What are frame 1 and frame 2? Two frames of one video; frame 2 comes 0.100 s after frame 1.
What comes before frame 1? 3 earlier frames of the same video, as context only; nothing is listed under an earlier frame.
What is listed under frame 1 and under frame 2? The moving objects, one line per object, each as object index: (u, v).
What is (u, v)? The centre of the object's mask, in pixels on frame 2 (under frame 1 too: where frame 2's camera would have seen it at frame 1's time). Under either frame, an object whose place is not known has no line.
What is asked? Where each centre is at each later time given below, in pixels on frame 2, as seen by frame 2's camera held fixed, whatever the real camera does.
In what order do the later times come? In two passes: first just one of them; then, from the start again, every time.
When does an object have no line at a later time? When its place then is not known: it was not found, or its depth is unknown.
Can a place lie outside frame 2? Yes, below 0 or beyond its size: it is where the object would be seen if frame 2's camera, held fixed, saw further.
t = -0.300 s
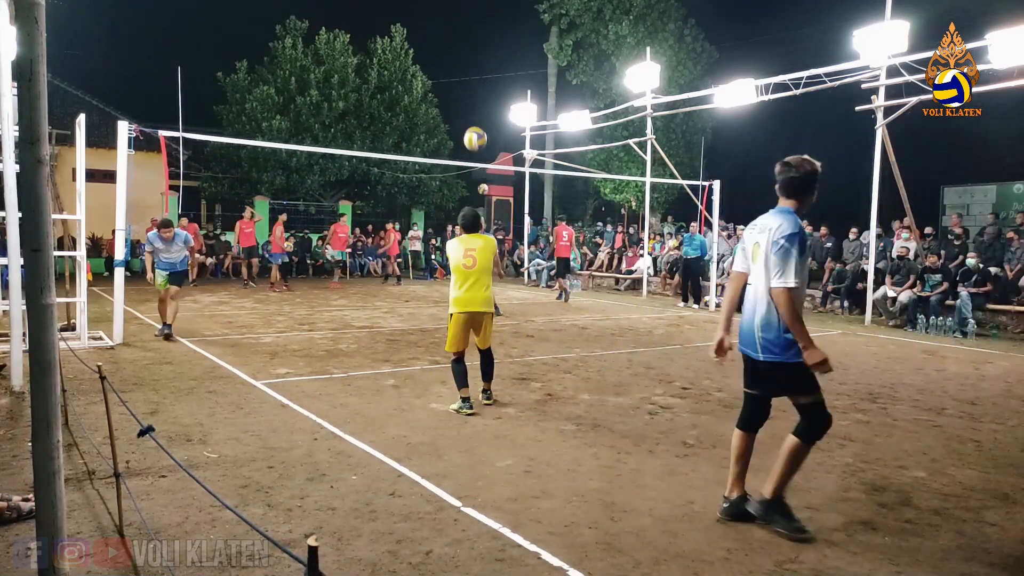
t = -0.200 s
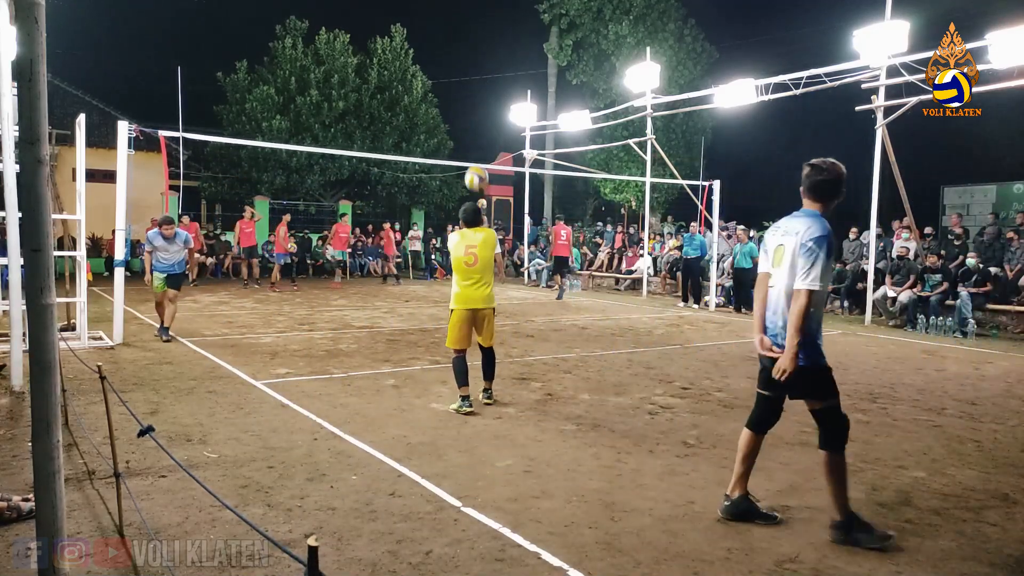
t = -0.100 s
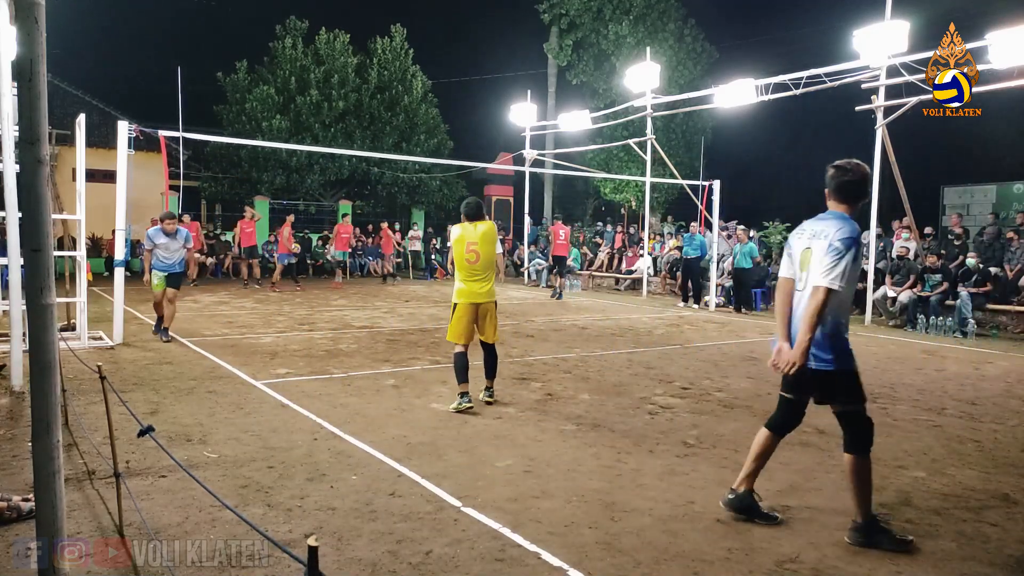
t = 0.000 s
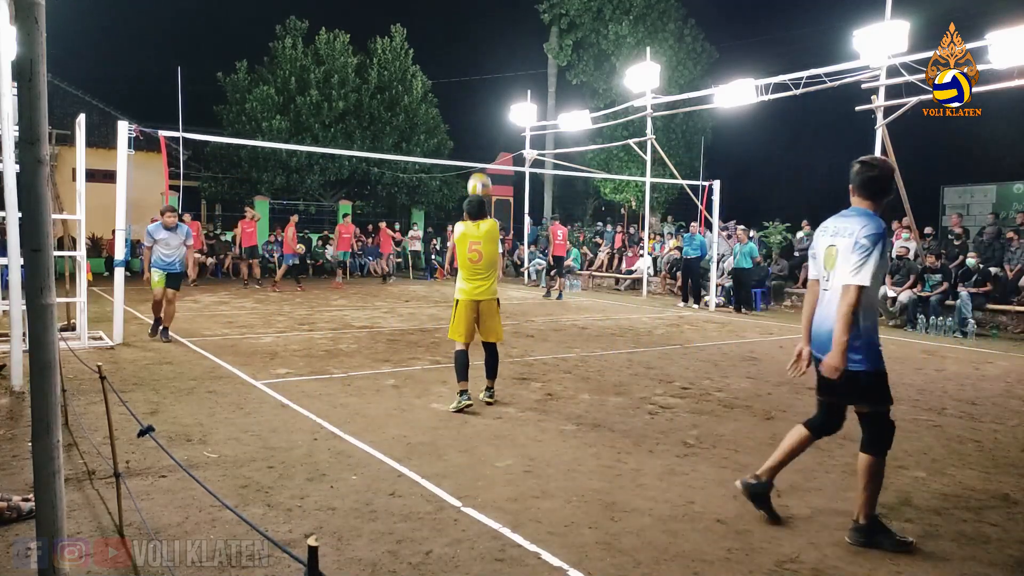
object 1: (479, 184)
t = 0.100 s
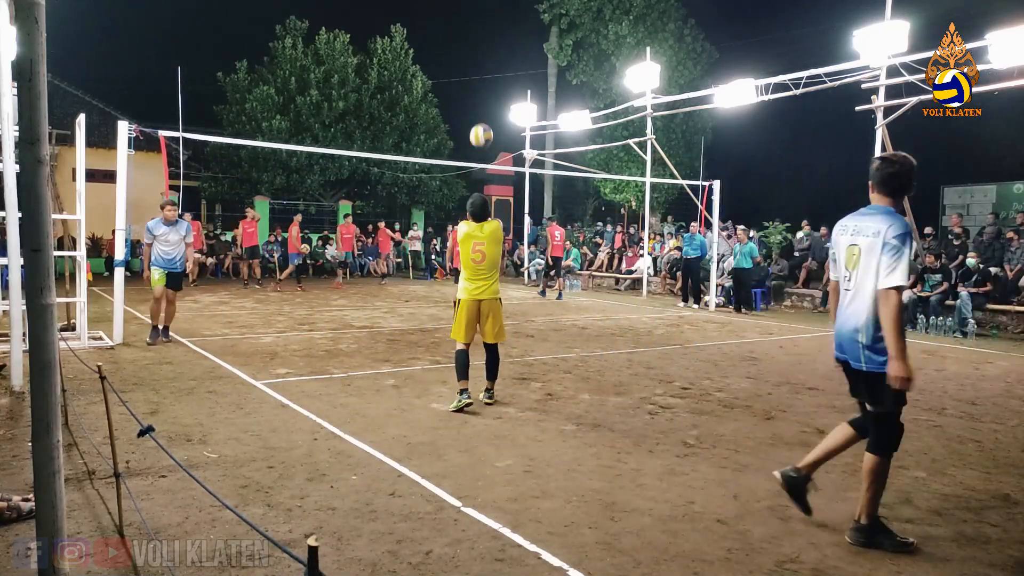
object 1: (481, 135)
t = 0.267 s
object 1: (483, 83)
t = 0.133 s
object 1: (481, 122)
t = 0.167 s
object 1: (482, 110)
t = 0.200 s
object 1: (482, 100)
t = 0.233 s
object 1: (483, 91)
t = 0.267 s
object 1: (483, 83)
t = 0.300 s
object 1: (484, 77)
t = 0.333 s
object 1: (484, 72)
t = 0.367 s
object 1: (484, 68)
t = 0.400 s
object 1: (485, 65)
